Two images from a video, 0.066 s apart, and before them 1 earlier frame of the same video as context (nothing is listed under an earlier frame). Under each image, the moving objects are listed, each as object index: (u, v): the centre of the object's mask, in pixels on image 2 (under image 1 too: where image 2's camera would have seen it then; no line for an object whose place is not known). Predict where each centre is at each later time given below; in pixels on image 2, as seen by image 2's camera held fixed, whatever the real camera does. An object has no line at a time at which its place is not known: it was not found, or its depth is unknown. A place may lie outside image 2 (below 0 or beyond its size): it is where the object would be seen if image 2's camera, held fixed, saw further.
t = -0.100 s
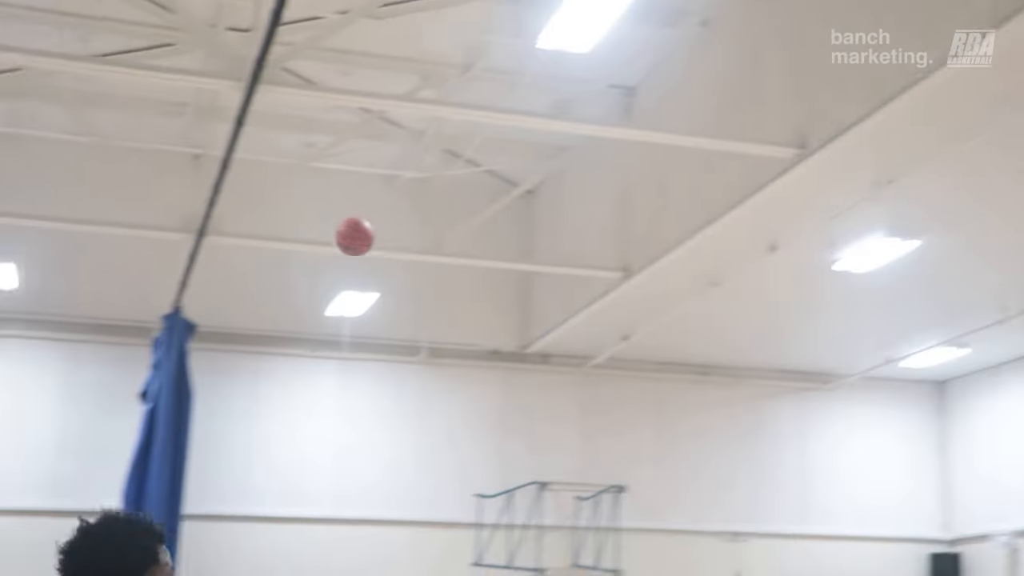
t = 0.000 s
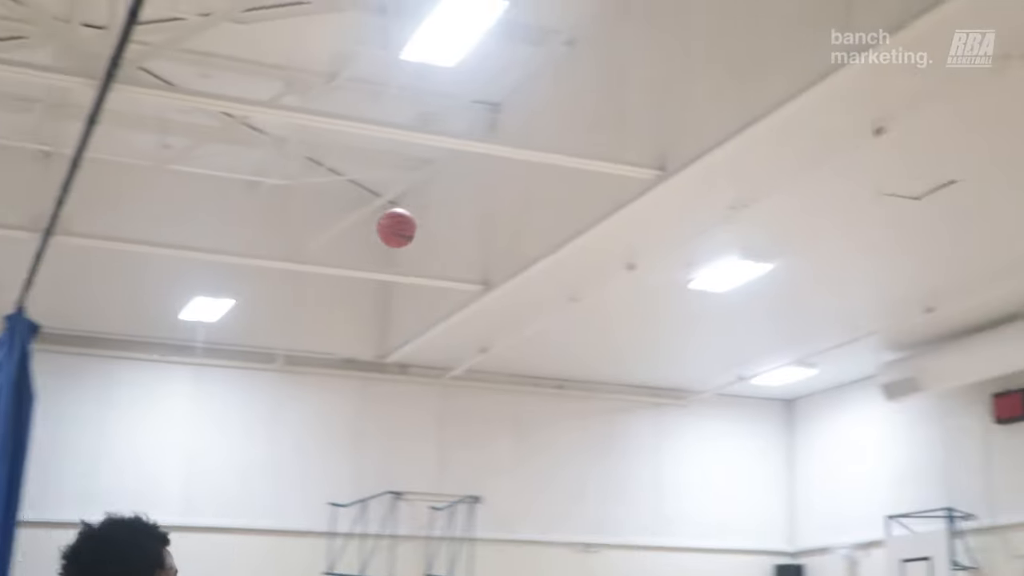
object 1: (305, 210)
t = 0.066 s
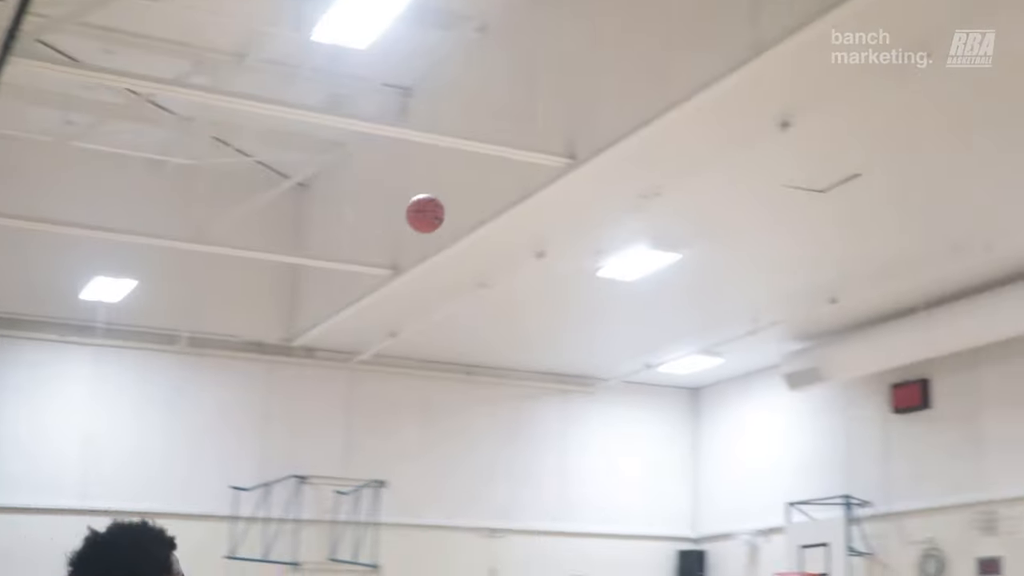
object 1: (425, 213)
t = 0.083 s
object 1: (454, 215)
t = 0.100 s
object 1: (483, 217)
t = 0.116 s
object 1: (512, 220)
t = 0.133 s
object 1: (540, 223)
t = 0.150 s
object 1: (568, 227)
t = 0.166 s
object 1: (597, 231)
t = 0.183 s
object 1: (625, 235)
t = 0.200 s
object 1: (654, 240)
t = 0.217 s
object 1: (681, 246)
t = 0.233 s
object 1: (709, 253)
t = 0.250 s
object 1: (736, 259)
